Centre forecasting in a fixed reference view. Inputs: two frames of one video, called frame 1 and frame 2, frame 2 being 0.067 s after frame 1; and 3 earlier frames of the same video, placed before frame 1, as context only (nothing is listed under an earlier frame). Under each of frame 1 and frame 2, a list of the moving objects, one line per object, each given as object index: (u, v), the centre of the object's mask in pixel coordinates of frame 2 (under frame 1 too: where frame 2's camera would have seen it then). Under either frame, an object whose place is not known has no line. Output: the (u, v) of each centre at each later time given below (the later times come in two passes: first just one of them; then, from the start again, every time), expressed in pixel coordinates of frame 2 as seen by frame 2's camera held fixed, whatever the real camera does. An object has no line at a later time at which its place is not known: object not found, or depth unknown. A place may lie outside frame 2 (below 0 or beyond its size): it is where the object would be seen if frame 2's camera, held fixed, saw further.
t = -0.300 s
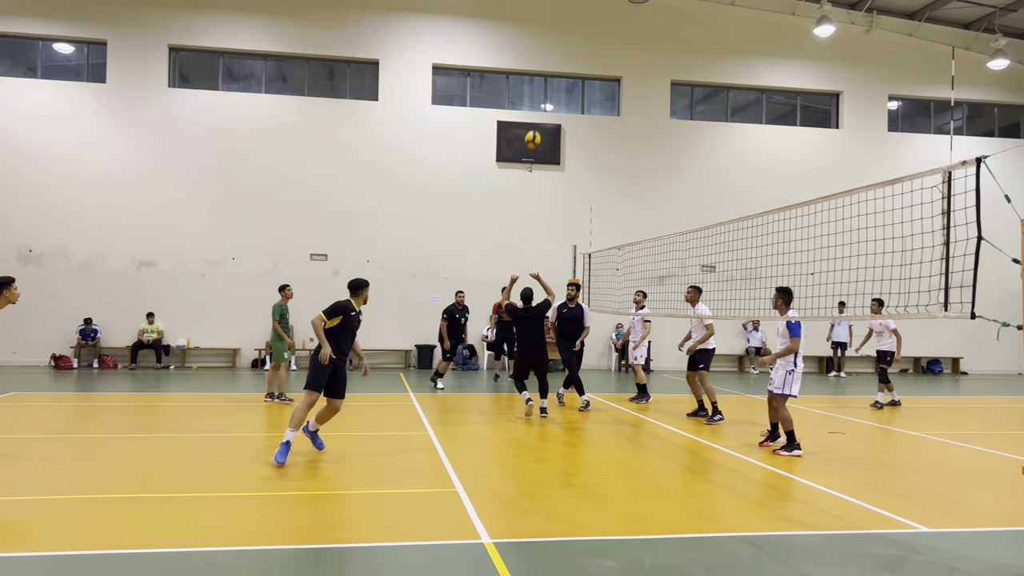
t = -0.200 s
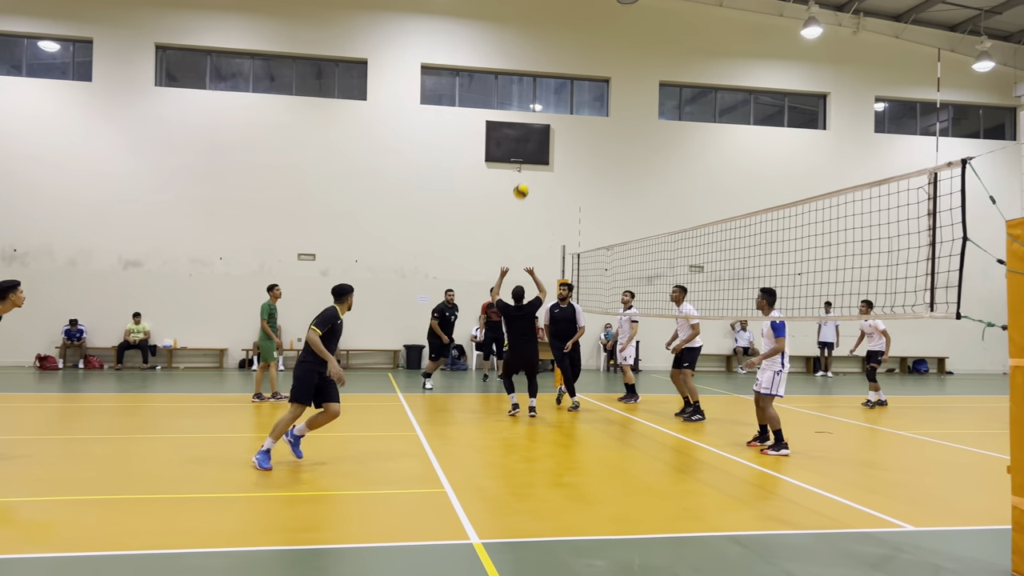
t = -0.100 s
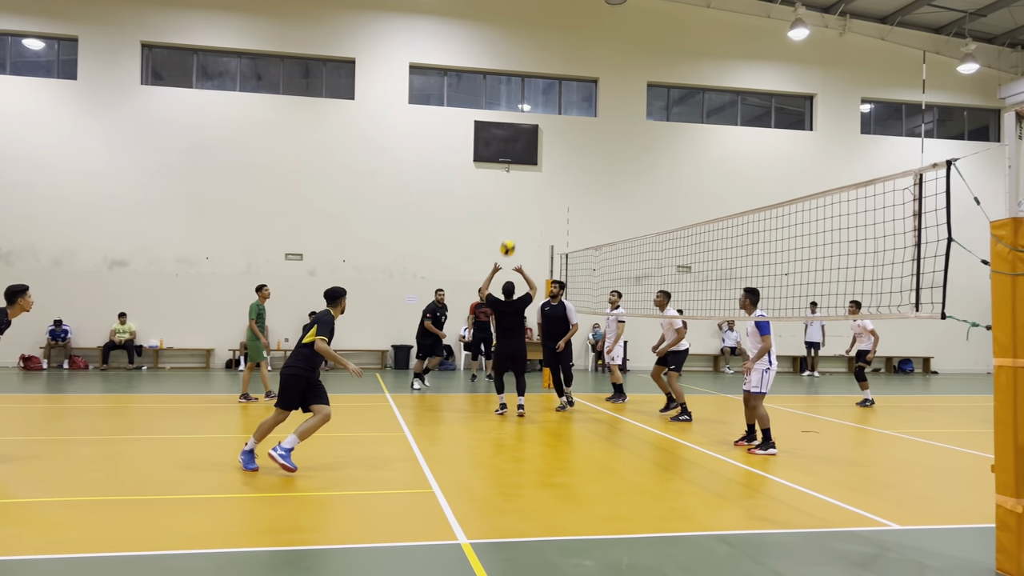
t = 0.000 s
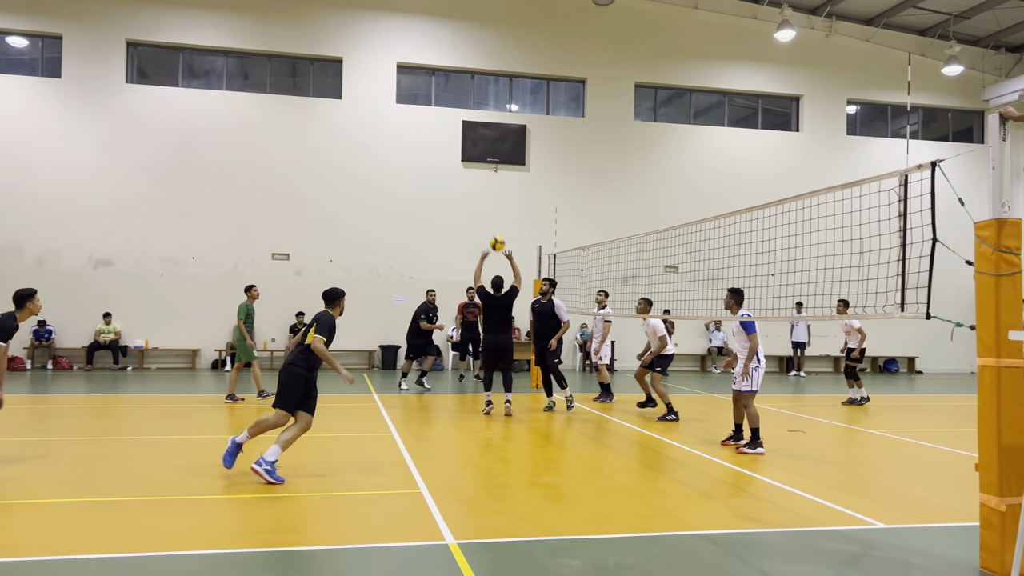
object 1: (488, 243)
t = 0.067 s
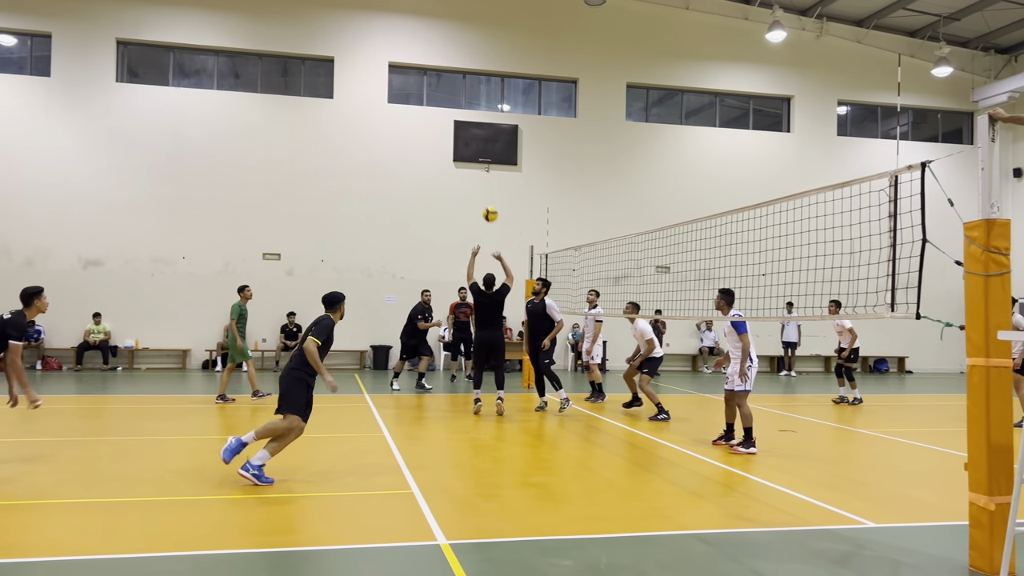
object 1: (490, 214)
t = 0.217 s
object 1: (490, 163)
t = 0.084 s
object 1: (490, 208)
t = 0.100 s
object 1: (490, 201)
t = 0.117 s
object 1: (490, 195)
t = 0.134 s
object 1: (490, 189)
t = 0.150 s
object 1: (490, 184)
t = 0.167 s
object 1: (490, 178)
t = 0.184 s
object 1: (490, 173)
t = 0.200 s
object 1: (490, 168)
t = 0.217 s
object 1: (490, 163)
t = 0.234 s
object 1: (490, 159)
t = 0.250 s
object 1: (490, 154)
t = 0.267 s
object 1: (490, 150)
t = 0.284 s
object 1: (489, 146)
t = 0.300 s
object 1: (489, 143)
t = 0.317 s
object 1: (489, 139)
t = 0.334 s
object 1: (489, 136)
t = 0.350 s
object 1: (489, 133)
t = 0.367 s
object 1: (489, 130)
